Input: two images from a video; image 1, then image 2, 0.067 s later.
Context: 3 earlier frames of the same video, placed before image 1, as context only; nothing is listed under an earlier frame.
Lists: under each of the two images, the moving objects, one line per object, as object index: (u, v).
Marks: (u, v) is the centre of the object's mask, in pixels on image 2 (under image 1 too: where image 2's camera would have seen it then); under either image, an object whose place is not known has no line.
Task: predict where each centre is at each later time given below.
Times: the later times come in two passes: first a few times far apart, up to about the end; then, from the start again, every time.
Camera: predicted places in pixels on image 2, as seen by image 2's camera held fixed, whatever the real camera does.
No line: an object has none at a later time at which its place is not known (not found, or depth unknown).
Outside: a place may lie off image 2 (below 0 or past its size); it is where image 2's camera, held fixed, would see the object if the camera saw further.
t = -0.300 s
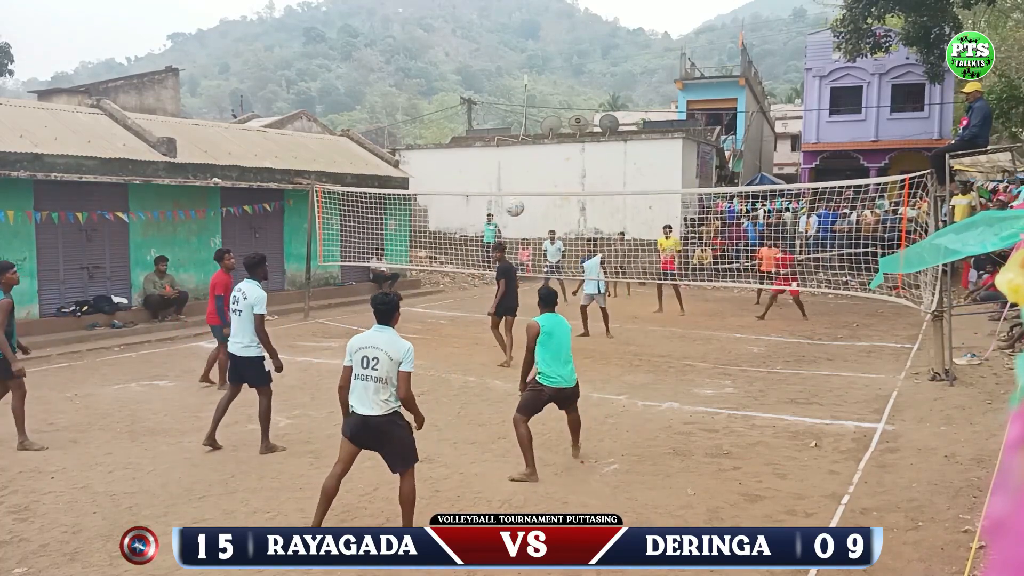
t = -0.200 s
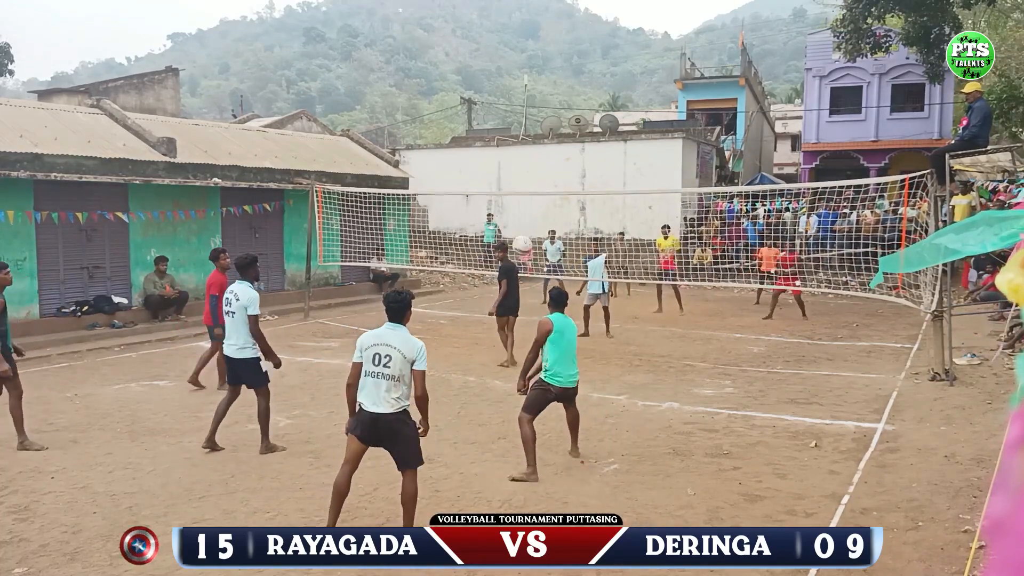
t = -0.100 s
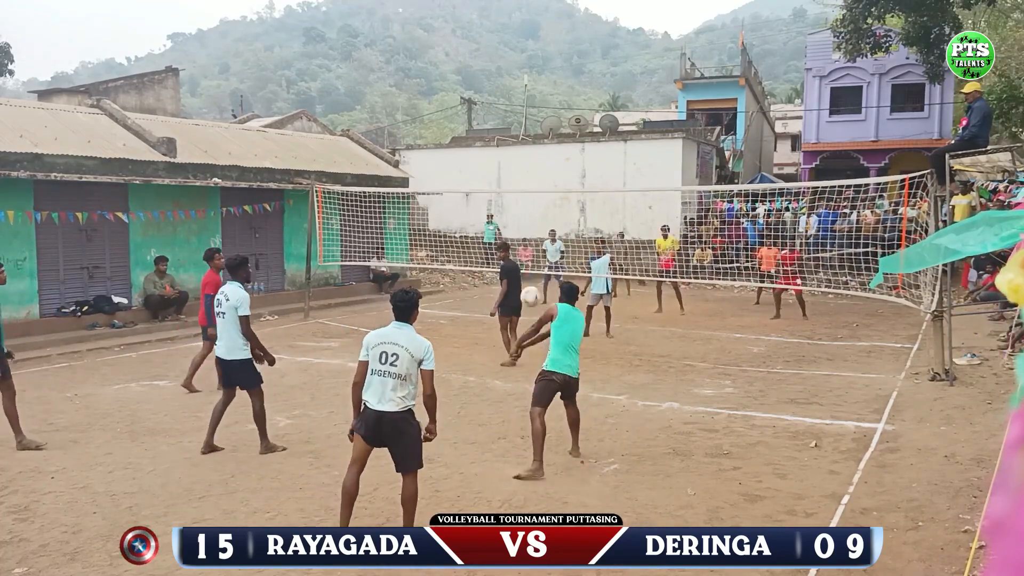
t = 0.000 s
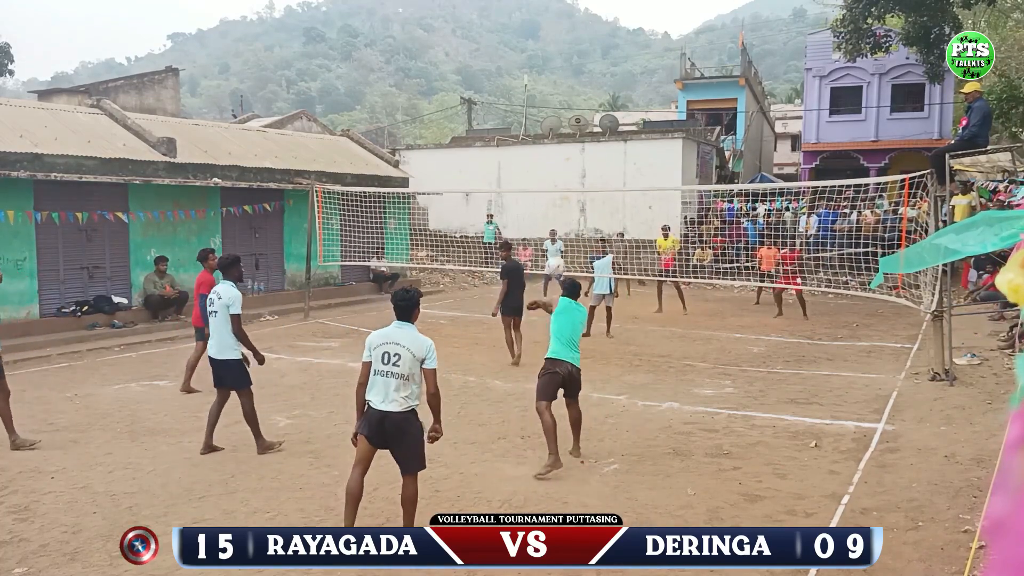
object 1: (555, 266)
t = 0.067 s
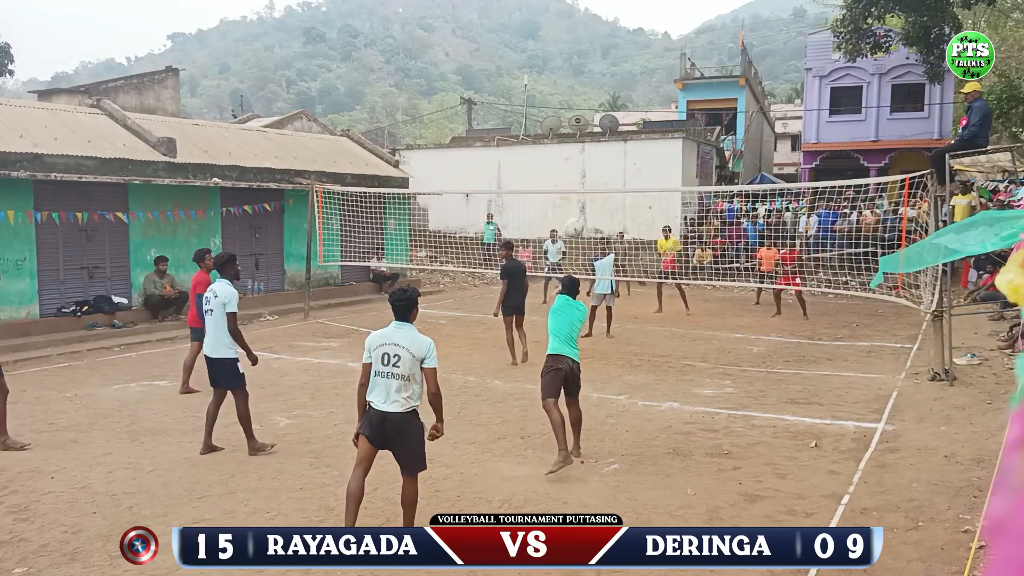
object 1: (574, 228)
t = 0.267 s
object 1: (613, 162)
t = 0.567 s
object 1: (649, 142)
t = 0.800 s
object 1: (667, 170)
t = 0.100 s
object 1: (582, 212)
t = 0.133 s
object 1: (589, 199)
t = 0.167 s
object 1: (596, 187)
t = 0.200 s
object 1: (602, 178)
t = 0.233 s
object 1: (608, 169)
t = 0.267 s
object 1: (613, 162)
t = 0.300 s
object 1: (618, 155)
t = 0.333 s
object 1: (623, 149)
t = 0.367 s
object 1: (627, 145)
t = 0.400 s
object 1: (631, 143)
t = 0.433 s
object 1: (635, 141)
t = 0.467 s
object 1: (639, 140)
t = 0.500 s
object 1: (643, 140)
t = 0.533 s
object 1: (646, 141)
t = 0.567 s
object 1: (649, 142)
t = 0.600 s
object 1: (652, 145)
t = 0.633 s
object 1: (655, 149)
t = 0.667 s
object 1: (658, 152)
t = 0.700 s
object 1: (660, 156)
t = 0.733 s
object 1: (663, 160)
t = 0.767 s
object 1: (665, 165)
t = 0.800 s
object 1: (667, 170)
